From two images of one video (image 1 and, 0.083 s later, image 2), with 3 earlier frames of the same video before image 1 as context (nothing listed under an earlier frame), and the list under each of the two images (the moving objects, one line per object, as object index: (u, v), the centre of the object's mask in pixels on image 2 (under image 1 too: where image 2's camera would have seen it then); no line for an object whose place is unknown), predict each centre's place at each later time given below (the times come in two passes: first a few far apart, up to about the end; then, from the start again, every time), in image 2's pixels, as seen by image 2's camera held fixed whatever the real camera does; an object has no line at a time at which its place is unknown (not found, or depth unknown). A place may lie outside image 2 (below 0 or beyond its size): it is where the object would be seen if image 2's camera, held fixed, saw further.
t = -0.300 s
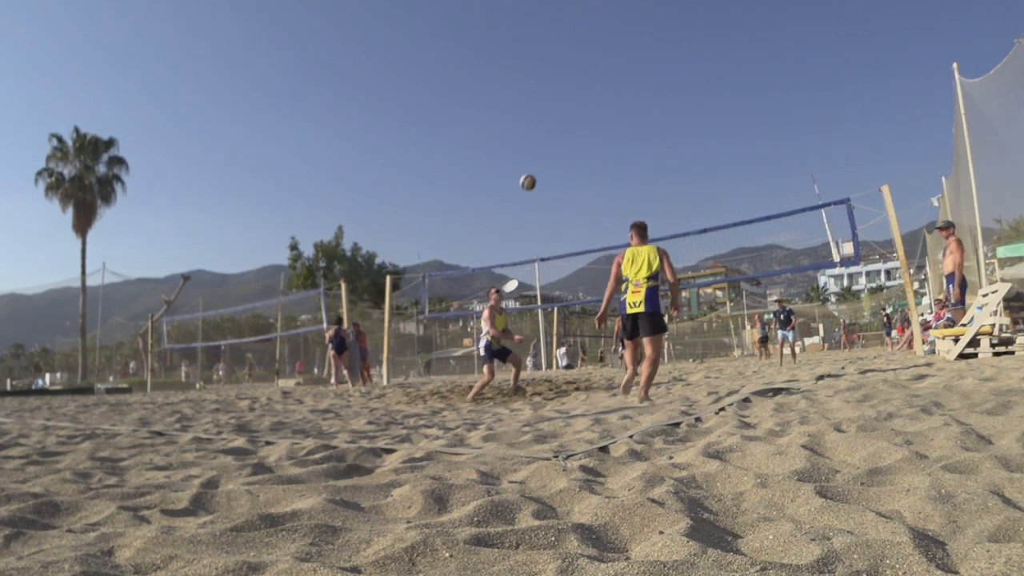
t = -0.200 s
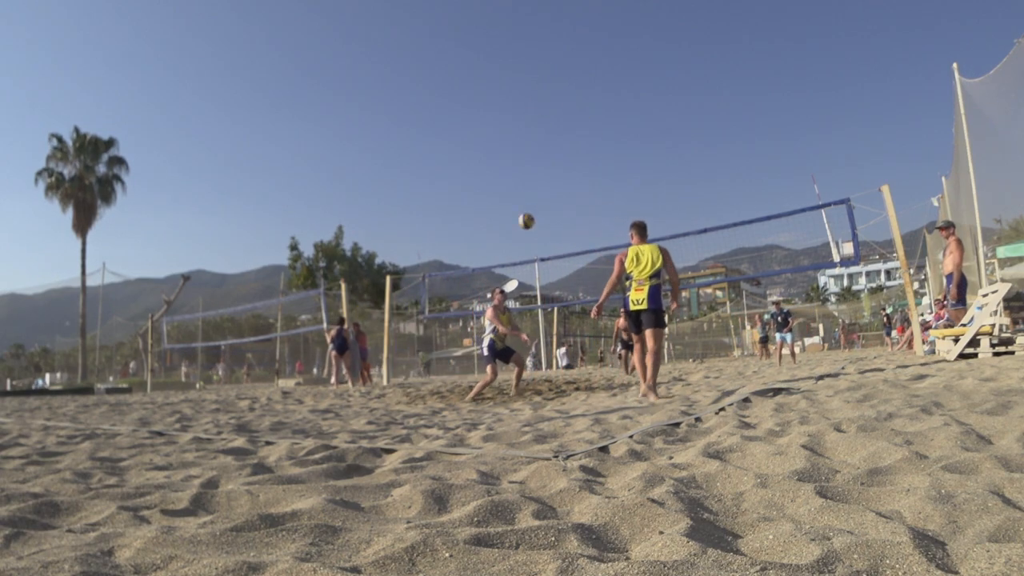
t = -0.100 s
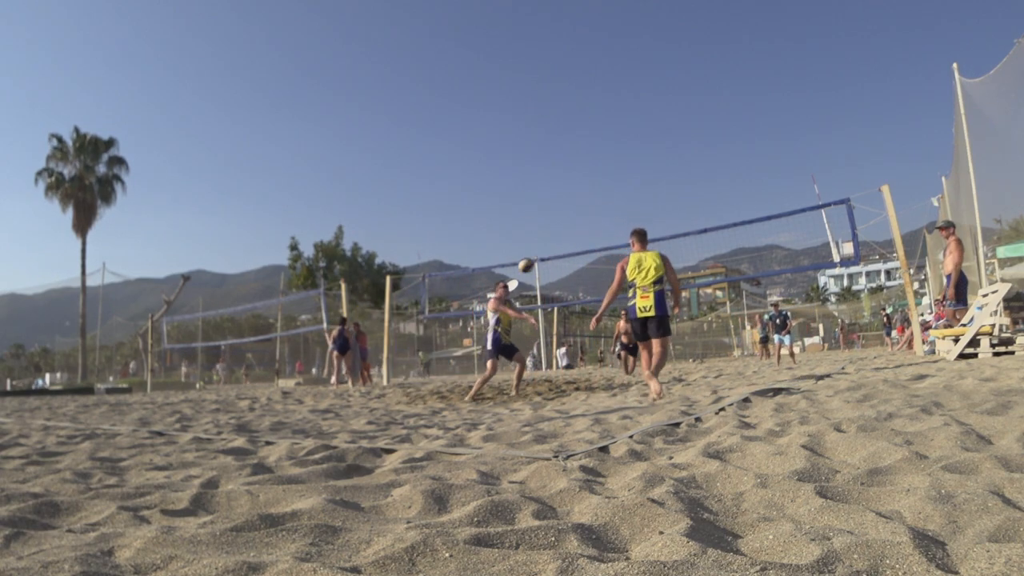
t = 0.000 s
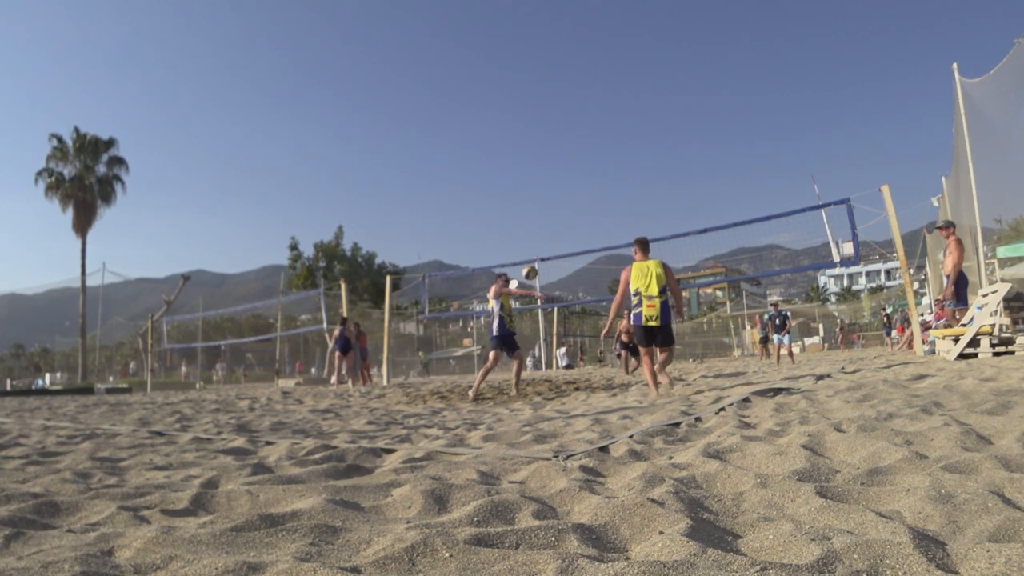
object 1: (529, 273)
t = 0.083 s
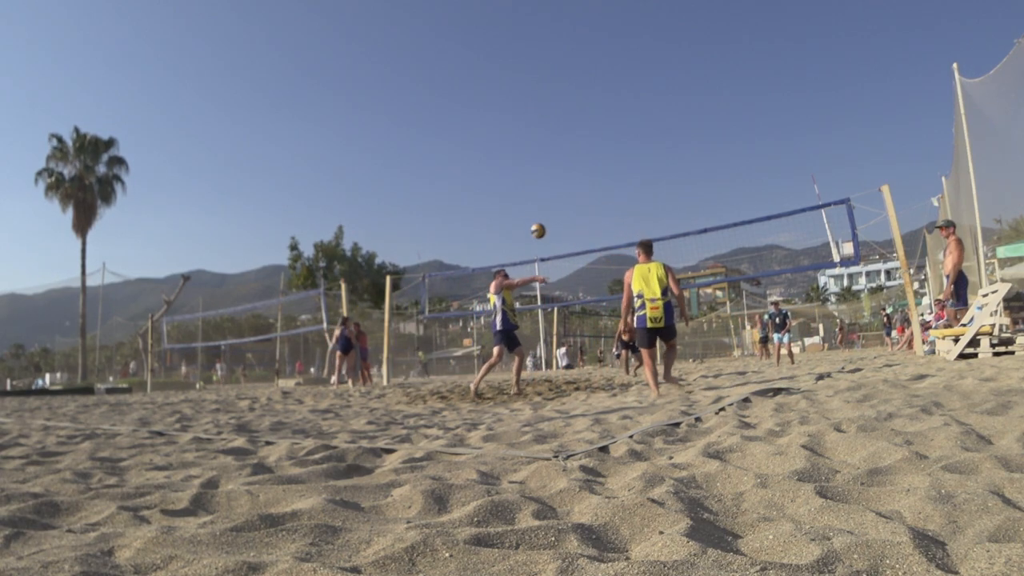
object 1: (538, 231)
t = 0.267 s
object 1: (558, 158)
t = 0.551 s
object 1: (589, 93)
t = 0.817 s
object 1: (623, 79)
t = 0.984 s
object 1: (647, 94)
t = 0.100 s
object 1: (539, 223)
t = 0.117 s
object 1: (541, 216)
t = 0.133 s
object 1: (543, 208)
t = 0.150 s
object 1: (545, 201)
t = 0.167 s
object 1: (547, 195)
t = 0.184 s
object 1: (548, 188)
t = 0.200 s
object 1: (550, 182)
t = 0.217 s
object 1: (552, 176)
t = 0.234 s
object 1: (554, 170)
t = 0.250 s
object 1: (555, 164)
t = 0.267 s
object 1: (558, 158)
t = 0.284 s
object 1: (559, 153)
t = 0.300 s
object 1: (561, 148)
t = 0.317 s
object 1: (563, 143)
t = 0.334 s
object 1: (565, 138)
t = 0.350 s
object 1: (566, 134)
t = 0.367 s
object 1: (568, 129)
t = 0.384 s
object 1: (570, 125)
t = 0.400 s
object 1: (571, 121)
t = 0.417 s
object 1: (574, 117)
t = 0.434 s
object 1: (575, 113)
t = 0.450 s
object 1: (577, 110)
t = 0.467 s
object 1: (579, 107)
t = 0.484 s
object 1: (581, 103)
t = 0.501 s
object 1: (583, 101)
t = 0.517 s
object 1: (585, 98)
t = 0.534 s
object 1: (587, 95)
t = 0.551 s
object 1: (589, 93)
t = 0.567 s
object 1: (591, 91)
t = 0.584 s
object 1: (593, 89)
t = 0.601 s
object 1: (595, 87)
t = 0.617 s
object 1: (597, 85)
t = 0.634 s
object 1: (599, 84)
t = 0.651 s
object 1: (601, 82)
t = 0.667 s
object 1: (603, 81)
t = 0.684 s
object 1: (605, 80)
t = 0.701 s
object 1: (607, 80)
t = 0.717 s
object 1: (609, 79)
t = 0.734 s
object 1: (611, 79)
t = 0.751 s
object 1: (613, 78)
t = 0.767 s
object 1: (616, 78)
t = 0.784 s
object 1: (618, 78)
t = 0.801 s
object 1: (620, 79)
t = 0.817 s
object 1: (623, 79)
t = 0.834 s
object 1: (625, 80)
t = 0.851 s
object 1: (628, 81)
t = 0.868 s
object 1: (630, 82)
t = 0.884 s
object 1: (632, 83)
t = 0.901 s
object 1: (635, 84)
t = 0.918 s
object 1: (637, 86)
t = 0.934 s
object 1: (640, 88)
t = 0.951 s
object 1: (642, 90)
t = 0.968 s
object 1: (644, 92)
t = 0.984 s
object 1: (647, 94)
